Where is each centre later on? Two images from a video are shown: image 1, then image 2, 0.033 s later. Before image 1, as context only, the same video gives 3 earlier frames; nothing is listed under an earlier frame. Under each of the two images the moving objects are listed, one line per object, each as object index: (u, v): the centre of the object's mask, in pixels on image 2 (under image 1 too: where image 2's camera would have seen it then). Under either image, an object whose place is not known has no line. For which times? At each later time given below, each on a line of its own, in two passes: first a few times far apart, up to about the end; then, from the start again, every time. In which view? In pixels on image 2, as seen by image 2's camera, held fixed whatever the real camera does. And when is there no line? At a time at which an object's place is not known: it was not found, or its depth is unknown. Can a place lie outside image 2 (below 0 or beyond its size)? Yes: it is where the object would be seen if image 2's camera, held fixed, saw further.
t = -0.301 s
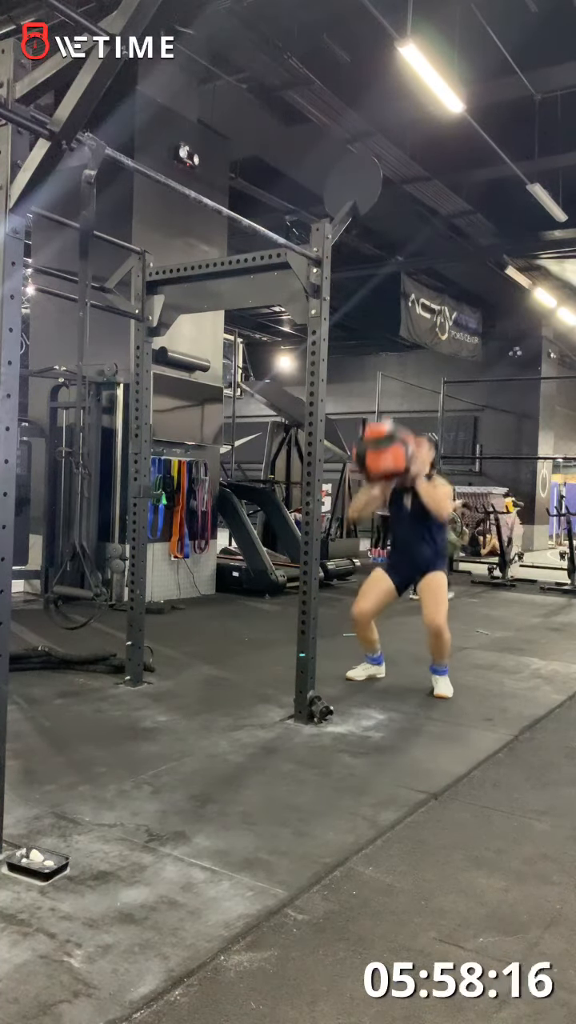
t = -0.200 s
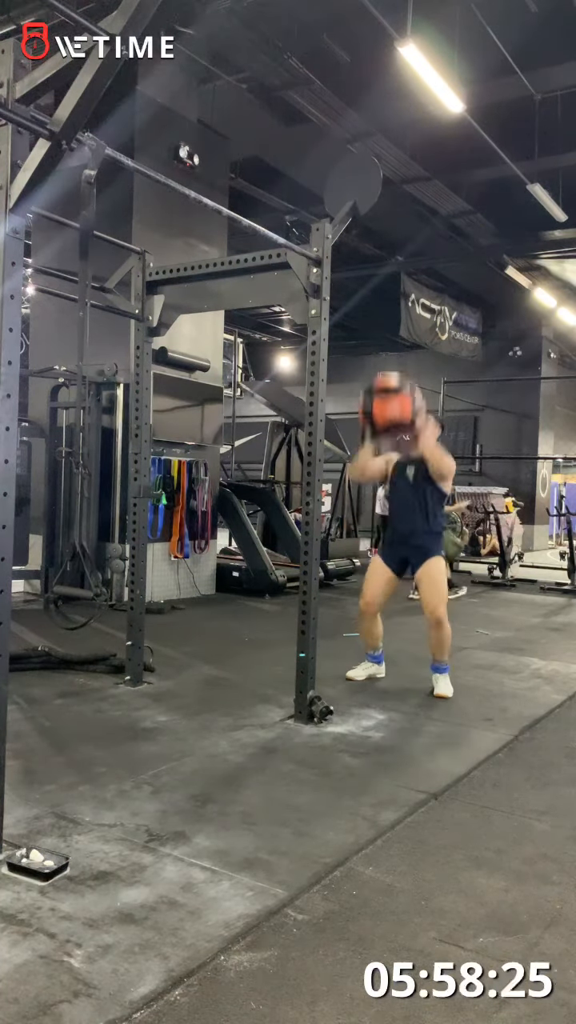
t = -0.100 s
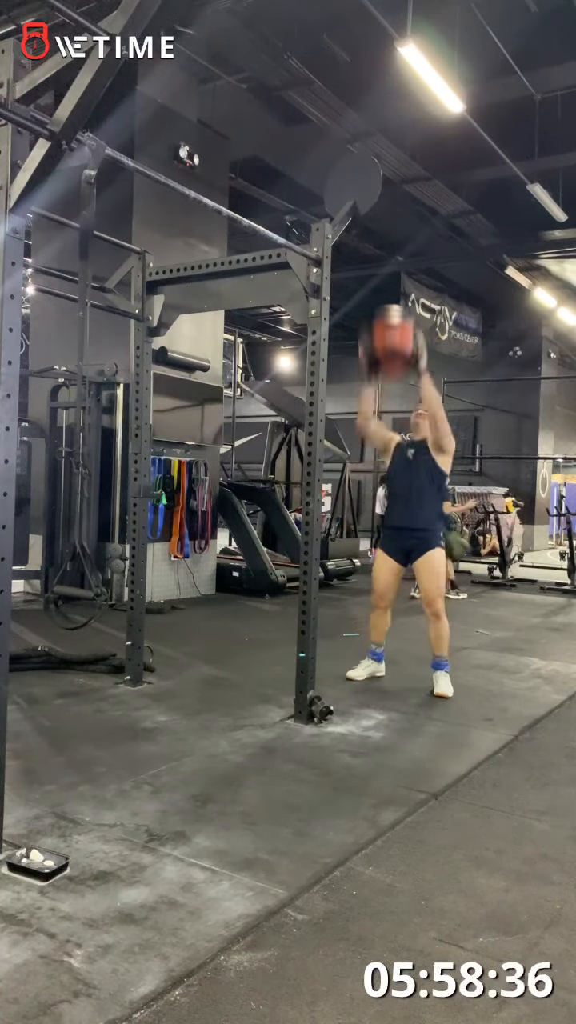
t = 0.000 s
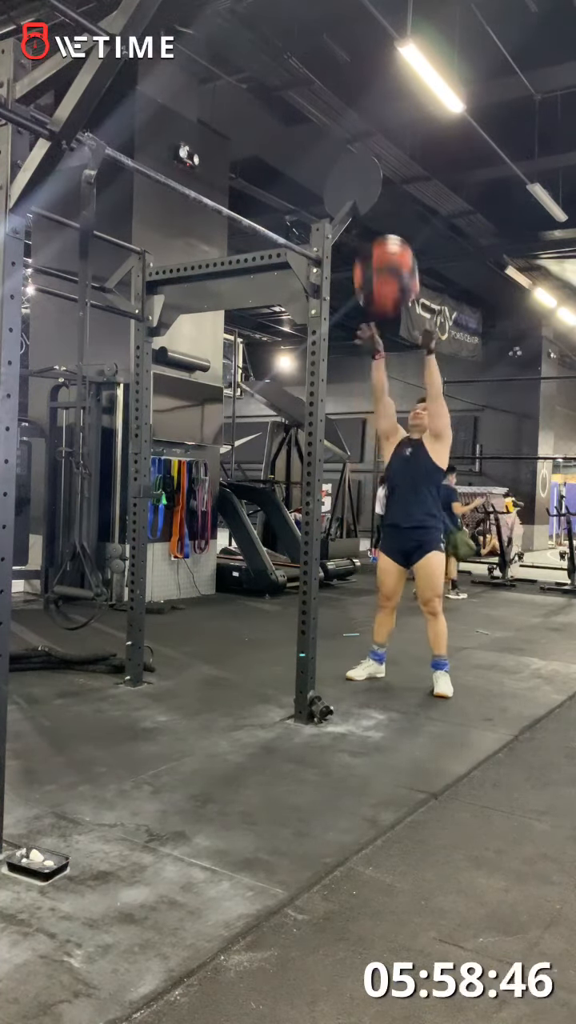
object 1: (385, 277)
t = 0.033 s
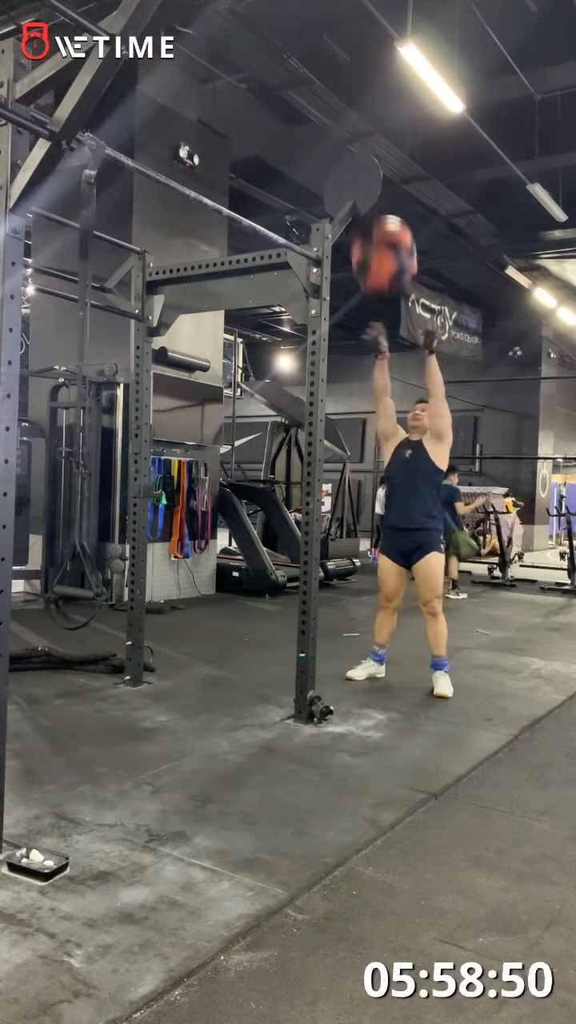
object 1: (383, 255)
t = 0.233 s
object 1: (384, 168)
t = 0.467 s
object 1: (386, 206)
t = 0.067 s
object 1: (382, 238)
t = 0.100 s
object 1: (383, 225)
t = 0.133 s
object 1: (385, 213)
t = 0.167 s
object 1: (386, 199)
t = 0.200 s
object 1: (387, 183)
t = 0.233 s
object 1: (384, 168)
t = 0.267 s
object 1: (383, 164)
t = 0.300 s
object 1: (383, 164)
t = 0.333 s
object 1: (384, 167)
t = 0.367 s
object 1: (388, 175)
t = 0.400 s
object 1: (389, 185)
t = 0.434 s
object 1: (388, 195)
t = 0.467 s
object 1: (386, 206)
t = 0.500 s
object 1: (384, 218)
